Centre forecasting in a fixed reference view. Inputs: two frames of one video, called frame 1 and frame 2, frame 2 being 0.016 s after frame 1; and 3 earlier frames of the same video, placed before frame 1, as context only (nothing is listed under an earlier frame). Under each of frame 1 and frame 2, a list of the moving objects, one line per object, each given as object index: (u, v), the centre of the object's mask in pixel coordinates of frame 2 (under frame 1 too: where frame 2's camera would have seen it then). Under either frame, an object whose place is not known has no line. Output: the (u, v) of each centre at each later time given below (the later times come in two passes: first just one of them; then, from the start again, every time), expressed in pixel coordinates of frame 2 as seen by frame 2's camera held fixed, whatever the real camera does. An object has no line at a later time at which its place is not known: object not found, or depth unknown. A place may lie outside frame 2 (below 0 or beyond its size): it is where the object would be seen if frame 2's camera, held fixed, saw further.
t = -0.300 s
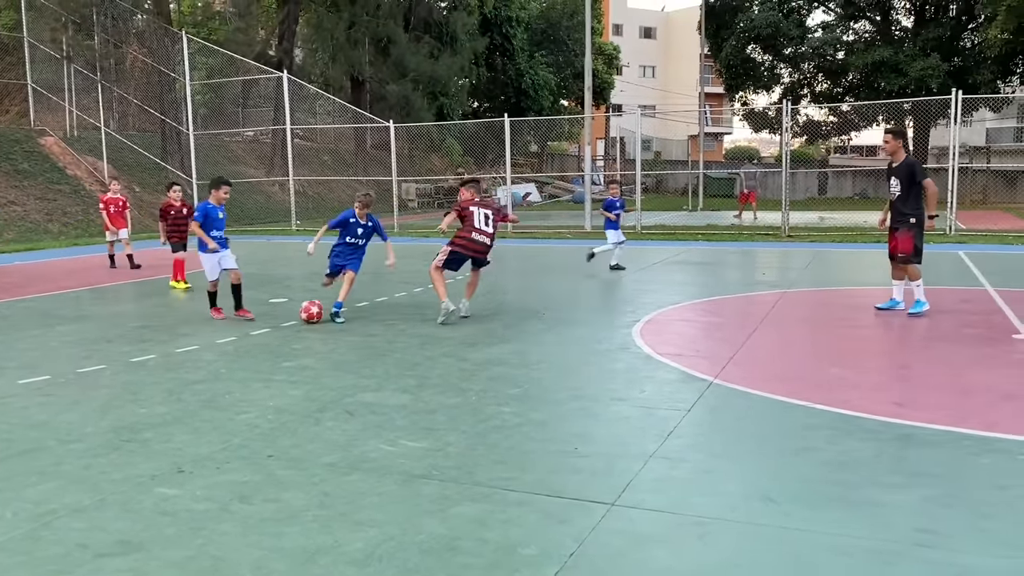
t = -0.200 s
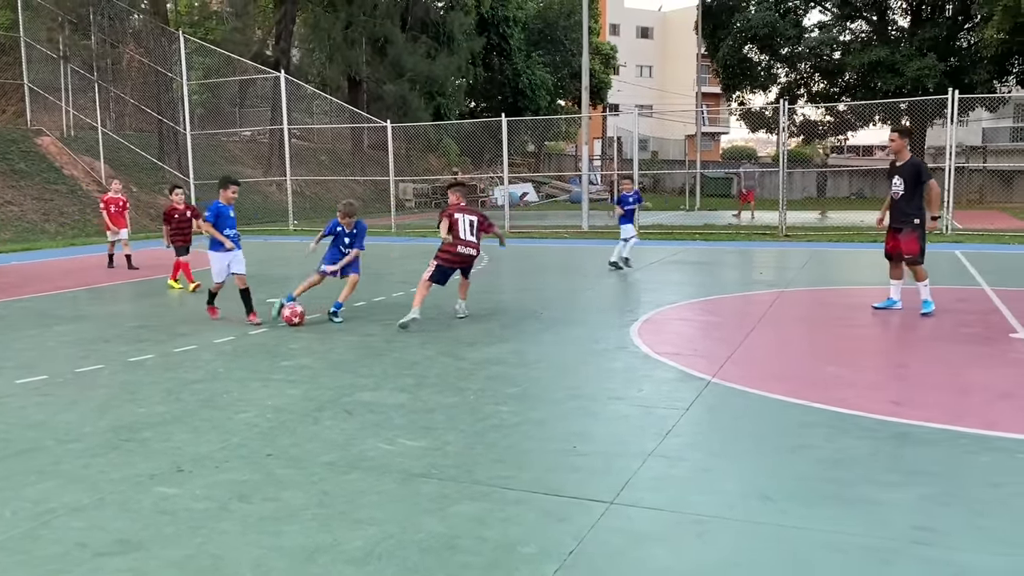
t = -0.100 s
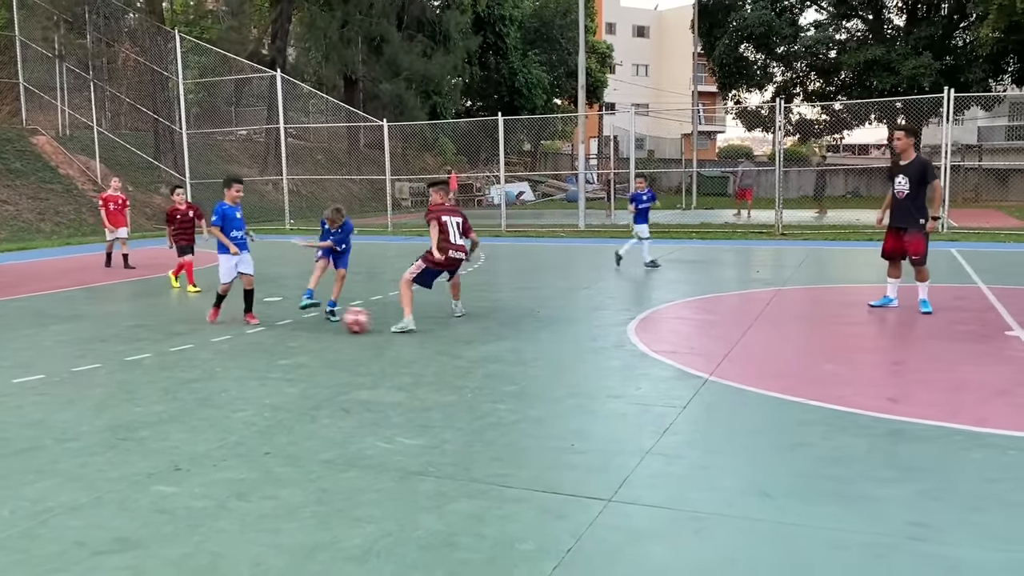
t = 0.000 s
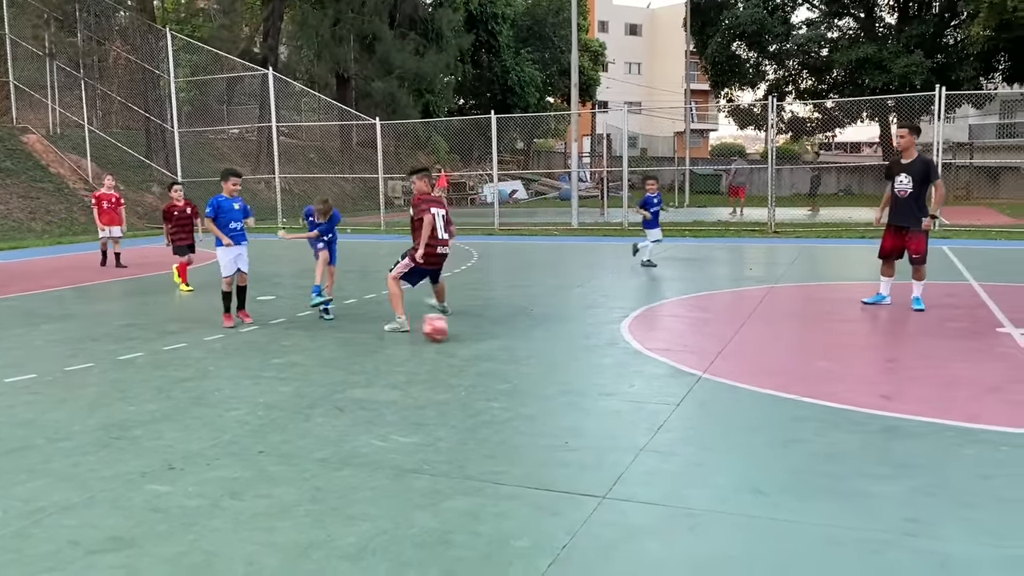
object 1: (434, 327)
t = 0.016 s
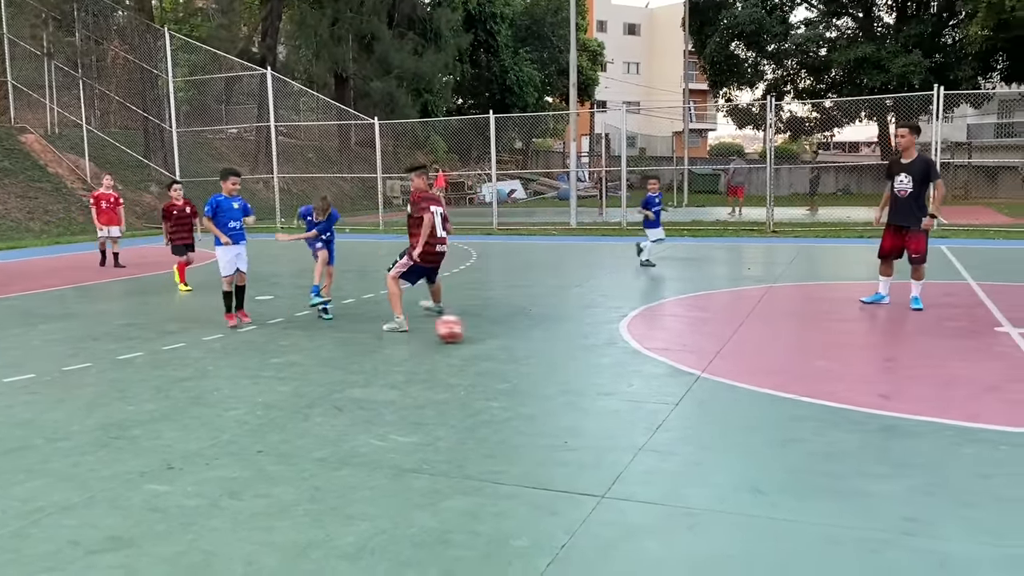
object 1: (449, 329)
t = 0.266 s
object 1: (704, 359)
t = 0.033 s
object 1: (464, 331)
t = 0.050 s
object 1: (480, 333)
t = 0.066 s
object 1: (496, 335)
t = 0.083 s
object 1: (511, 335)
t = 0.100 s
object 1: (528, 337)
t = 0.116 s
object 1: (544, 339)
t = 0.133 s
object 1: (562, 342)
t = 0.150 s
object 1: (579, 345)
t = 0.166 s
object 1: (596, 346)
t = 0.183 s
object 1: (613, 347)
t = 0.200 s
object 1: (630, 349)
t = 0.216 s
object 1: (648, 351)
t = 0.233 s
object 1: (667, 353)
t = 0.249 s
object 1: (686, 356)
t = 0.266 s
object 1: (704, 359)
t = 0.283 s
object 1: (723, 361)
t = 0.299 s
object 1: (742, 363)
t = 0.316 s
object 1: (762, 365)
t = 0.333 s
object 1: (782, 367)
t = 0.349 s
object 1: (802, 370)
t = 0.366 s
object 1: (823, 372)
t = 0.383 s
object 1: (843, 374)
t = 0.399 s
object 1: (863, 375)
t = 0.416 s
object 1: (884, 377)
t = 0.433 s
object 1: (905, 380)
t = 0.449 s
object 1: (928, 383)
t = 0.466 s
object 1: (951, 386)
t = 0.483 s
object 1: (974, 389)
